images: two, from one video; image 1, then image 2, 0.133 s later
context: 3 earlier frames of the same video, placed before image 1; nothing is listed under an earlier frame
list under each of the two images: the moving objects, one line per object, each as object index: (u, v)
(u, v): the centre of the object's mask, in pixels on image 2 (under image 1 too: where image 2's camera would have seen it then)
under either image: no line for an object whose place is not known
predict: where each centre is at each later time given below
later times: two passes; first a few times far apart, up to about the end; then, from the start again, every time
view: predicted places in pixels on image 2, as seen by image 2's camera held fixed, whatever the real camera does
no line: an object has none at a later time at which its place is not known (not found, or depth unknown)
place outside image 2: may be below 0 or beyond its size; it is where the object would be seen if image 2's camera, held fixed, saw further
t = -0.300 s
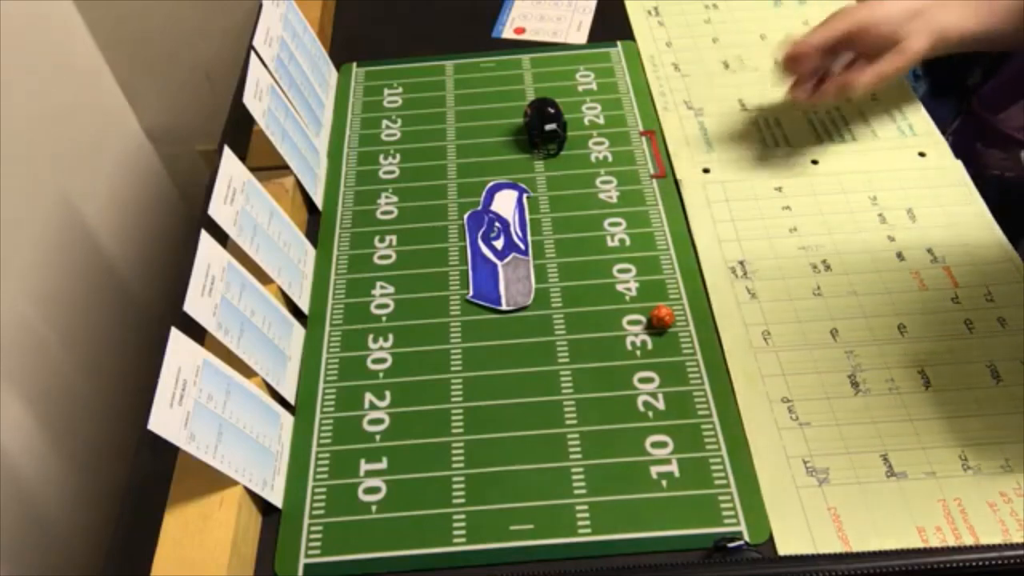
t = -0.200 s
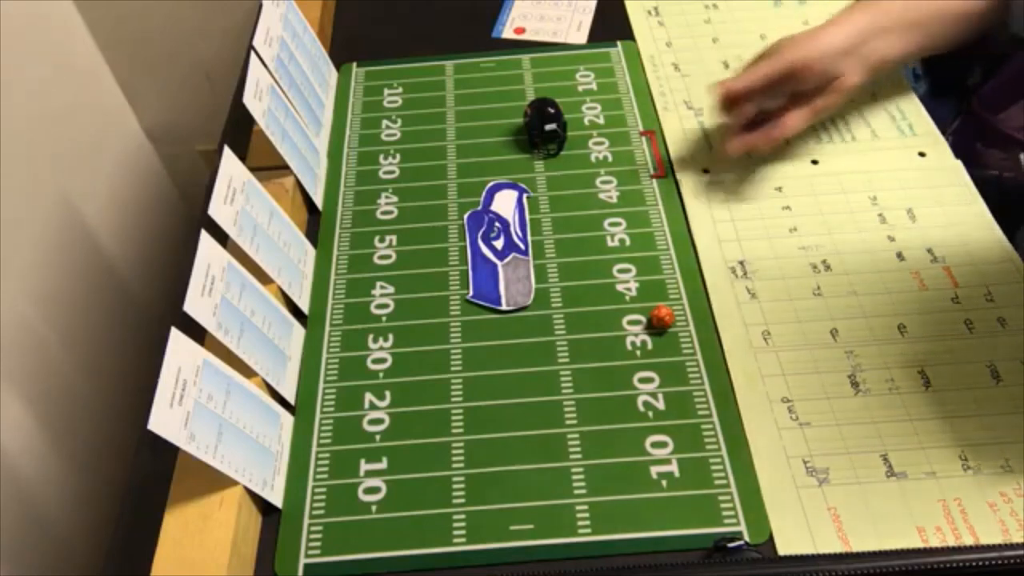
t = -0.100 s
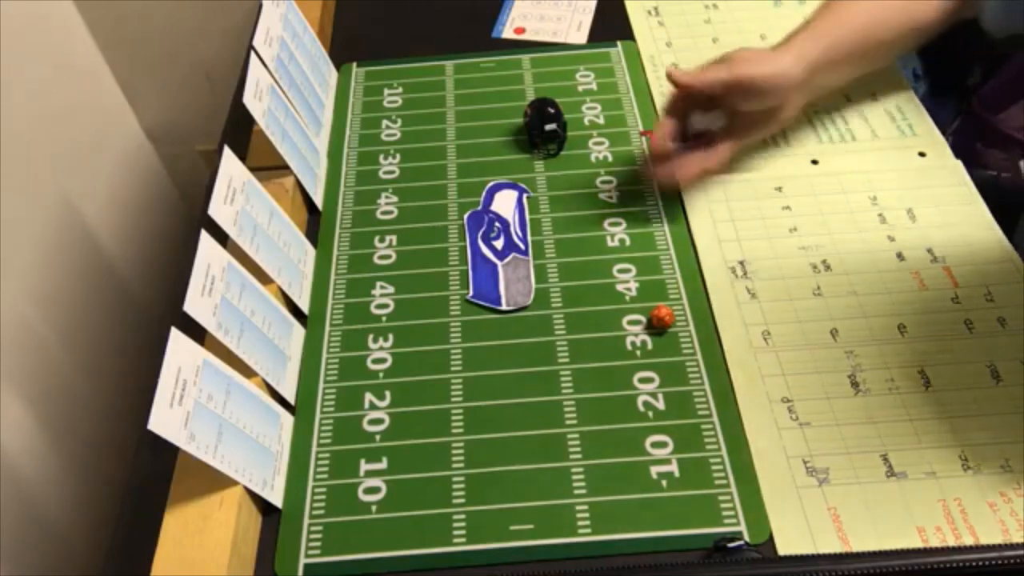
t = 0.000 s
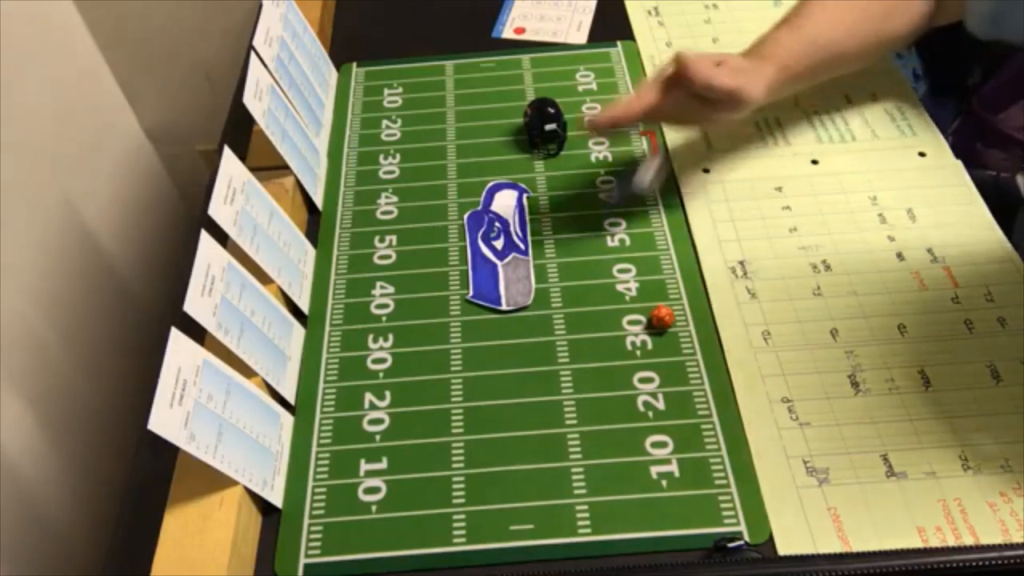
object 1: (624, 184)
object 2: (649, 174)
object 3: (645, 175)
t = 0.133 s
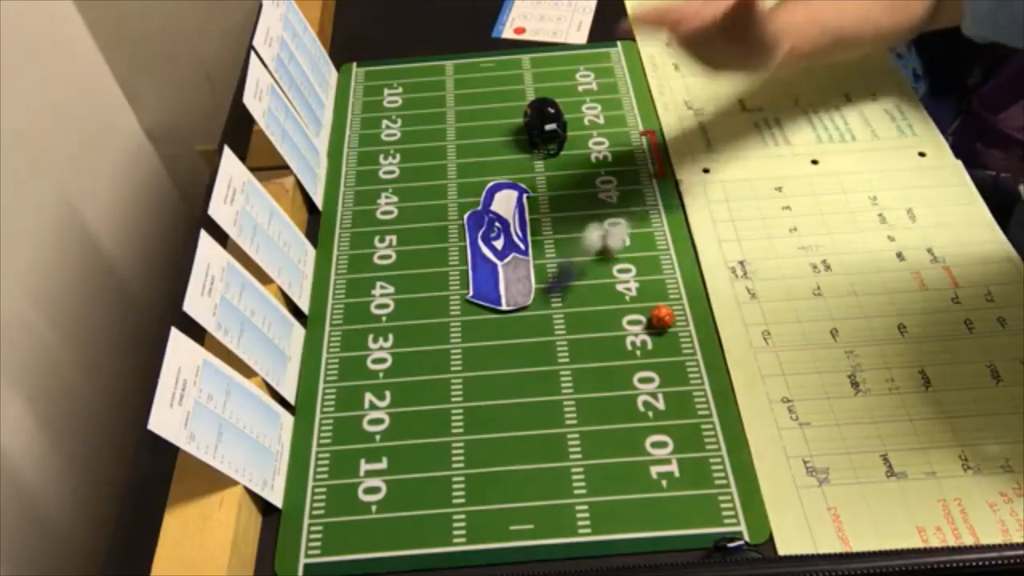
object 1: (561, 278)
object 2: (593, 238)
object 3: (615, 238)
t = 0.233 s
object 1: (519, 345)
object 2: (567, 282)
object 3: (604, 268)
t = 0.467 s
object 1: (433, 463)
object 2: (551, 395)
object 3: (591, 327)
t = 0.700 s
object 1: (410, 499)
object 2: (558, 449)
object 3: (588, 334)
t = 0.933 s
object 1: (410, 499)
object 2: (558, 450)
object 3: (588, 334)
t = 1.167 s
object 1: (410, 499)
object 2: (558, 450)
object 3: (588, 334)
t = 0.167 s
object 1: (550, 299)
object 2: (581, 259)
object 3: (605, 255)
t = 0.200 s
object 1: (536, 318)
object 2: (570, 281)
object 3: (605, 256)
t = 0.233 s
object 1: (519, 345)
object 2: (567, 282)
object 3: (604, 268)
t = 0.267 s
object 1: (508, 360)
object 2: (560, 294)
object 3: (602, 281)
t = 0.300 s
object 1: (496, 385)
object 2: (557, 312)
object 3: (602, 291)
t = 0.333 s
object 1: (485, 406)
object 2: (551, 330)
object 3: (601, 299)
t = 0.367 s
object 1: (471, 422)
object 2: (550, 346)
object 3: (598, 310)
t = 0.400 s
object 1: (457, 440)
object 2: (549, 365)
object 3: (596, 316)
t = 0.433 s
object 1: (443, 451)
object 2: (550, 380)
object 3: (594, 322)
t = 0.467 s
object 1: (433, 463)
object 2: (551, 395)
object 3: (591, 327)
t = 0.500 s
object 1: (426, 474)
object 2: (551, 408)
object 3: (589, 332)
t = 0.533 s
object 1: (421, 482)
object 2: (553, 419)
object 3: (588, 333)
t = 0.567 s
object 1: (414, 490)
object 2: (554, 430)
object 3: (588, 334)
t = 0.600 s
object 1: (413, 494)
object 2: (555, 438)
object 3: (588, 334)
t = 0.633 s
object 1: (410, 497)
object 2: (557, 444)
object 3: (588, 334)
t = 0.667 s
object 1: (410, 499)
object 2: (557, 449)
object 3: (588, 334)
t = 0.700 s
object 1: (410, 499)
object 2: (558, 449)
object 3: (588, 334)
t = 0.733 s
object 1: (410, 499)
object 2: (558, 449)
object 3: (588, 334)
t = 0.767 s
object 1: (410, 499)
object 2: (558, 449)
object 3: (588, 334)
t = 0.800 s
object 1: (410, 499)
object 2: (558, 450)
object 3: (588, 334)
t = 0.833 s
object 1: (410, 499)
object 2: (558, 450)
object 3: (588, 334)
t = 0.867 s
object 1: (410, 499)
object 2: (558, 450)
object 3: (588, 334)
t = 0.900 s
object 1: (410, 499)
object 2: (558, 450)
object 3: (588, 334)
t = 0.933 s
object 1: (410, 499)
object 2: (558, 450)
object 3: (588, 334)
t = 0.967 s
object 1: (410, 499)
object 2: (558, 450)
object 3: (588, 334)
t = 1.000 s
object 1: (410, 499)
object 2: (558, 449)
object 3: (588, 334)
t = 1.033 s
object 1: (410, 499)
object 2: (558, 450)
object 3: (588, 334)
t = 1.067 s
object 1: (410, 499)
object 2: (558, 449)
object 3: (588, 334)
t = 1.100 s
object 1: (410, 499)
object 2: (558, 449)
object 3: (588, 334)
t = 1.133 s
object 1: (410, 499)
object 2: (558, 449)
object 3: (588, 334)
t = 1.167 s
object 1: (410, 499)
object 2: (558, 450)
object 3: (588, 334)
